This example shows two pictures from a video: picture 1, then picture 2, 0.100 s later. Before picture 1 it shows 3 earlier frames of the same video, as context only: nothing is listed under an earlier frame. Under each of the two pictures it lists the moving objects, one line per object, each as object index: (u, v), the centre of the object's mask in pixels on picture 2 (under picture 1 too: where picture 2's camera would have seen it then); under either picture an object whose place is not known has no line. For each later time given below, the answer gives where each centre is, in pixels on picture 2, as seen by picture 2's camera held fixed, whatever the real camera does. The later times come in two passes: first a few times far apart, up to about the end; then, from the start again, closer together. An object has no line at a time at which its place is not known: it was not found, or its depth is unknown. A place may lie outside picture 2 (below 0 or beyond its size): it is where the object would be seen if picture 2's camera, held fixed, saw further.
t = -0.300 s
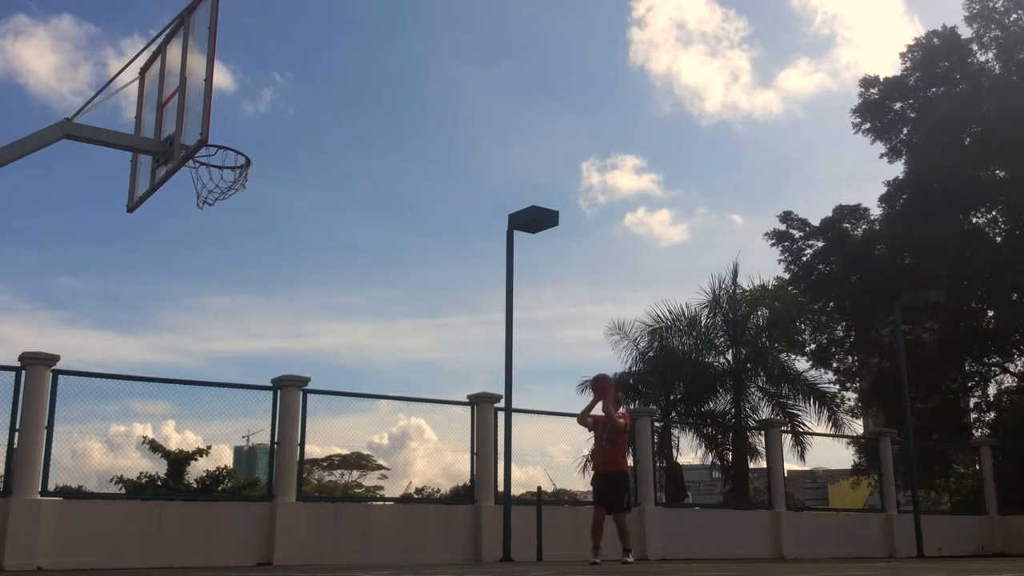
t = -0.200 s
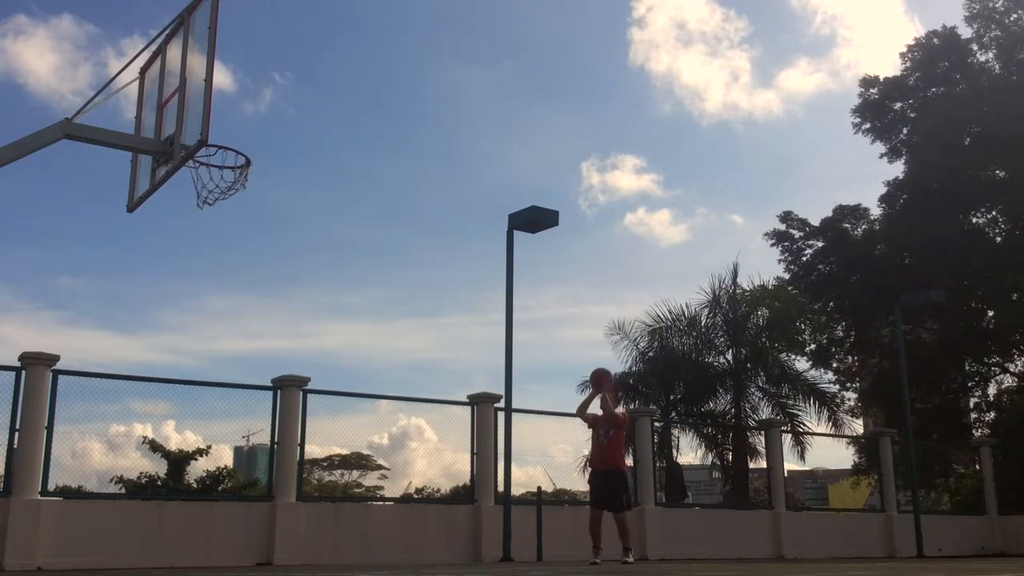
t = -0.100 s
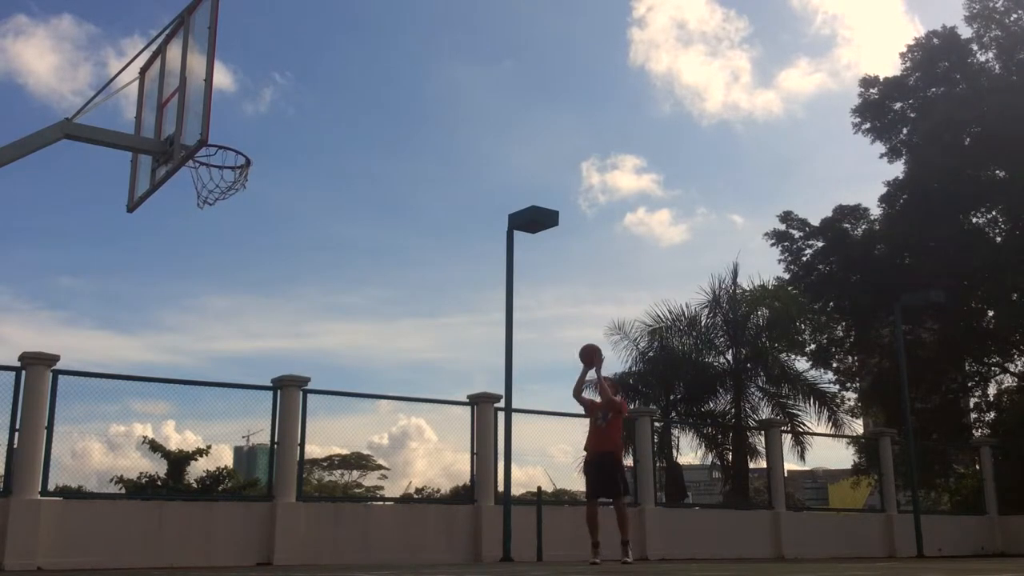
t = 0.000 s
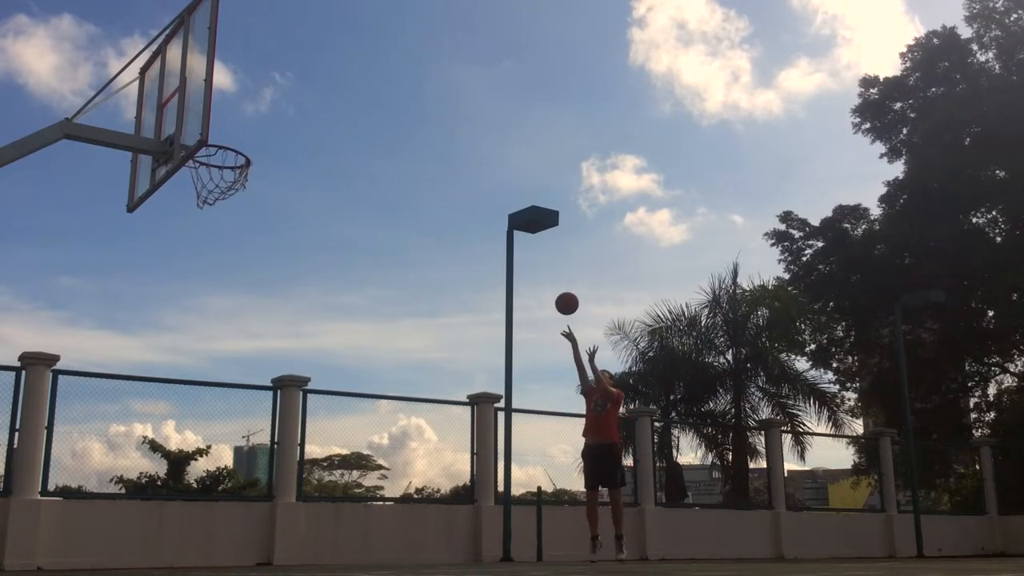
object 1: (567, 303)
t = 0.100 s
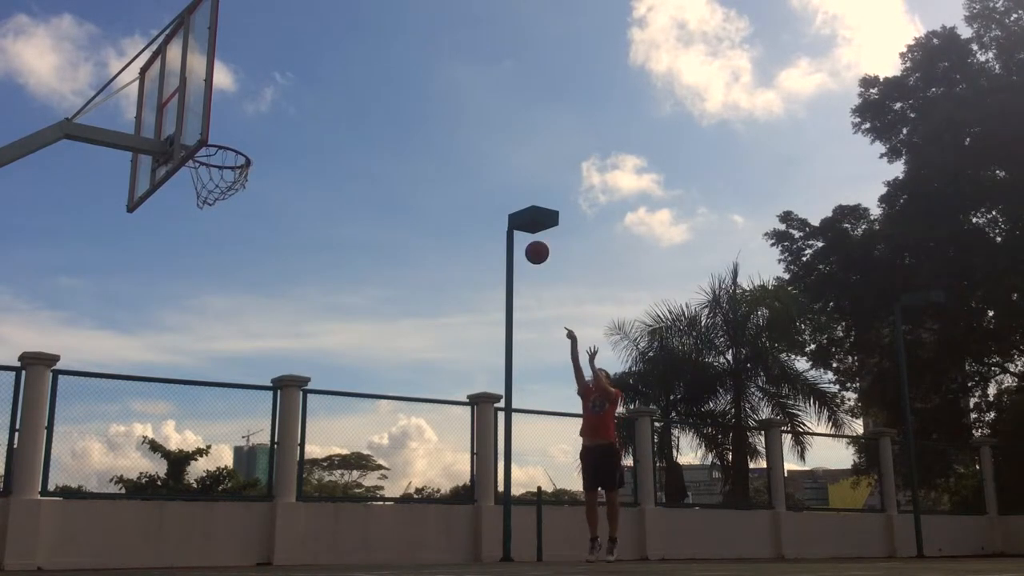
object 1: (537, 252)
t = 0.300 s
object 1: (472, 173)
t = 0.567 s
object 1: (375, 116)
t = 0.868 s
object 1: (239, 136)
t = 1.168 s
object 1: (245, 304)
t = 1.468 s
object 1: (302, 515)
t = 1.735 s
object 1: (374, 345)
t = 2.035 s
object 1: (443, 280)
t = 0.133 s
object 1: (527, 237)
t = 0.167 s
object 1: (516, 222)
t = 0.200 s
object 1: (505, 208)
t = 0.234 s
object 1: (495, 196)
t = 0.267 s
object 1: (484, 184)
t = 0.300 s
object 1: (472, 173)
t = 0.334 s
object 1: (461, 162)
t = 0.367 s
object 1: (449, 153)
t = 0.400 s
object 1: (438, 144)
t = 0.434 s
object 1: (426, 137)
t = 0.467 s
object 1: (413, 130)
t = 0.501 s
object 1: (401, 124)
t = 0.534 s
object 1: (388, 120)
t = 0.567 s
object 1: (375, 116)
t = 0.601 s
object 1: (362, 113)
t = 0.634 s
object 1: (348, 112)
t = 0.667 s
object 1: (334, 112)
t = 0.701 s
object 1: (320, 113)
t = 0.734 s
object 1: (305, 115)
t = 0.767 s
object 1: (289, 118)
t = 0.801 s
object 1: (273, 123)
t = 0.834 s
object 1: (256, 129)
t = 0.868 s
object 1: (239, 136)
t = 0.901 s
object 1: (221, 146)
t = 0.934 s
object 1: (204, 158)
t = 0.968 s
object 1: (207, 173)
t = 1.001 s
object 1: (214, 192)
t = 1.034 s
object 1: (221, 211)
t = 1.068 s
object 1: (227, 232)
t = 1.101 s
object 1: (233, 254)
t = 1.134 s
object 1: (239, 278)
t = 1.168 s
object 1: (245, 304)
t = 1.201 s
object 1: (251, 331)
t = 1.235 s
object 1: (257, 361)
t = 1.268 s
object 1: (263, 394)
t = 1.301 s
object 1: (268, 428)
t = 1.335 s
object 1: (273, 465)
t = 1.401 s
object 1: (283, 545)
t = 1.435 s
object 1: (292, 545)
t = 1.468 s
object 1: (302, 515)
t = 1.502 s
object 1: (314, 486)
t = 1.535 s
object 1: (322, 460)
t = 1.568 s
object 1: (332, 437)
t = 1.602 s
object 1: (341, 415)
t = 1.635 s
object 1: (350, 395)
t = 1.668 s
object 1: (358, 377)
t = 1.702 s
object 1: (367, 360)
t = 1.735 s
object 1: (374, 345)
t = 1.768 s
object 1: (382, 332)
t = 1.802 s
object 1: (390, 321)
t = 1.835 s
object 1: (398, 310)
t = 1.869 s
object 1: (406, 302)
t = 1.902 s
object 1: (413, 294)
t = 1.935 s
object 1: (421, 289)
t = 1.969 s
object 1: (428, 284)
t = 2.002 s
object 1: (435, 281)
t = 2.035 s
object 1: (443, 280)
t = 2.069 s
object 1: (450, 280)
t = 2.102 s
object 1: (457, 281)
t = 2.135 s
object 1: (464, 284)
